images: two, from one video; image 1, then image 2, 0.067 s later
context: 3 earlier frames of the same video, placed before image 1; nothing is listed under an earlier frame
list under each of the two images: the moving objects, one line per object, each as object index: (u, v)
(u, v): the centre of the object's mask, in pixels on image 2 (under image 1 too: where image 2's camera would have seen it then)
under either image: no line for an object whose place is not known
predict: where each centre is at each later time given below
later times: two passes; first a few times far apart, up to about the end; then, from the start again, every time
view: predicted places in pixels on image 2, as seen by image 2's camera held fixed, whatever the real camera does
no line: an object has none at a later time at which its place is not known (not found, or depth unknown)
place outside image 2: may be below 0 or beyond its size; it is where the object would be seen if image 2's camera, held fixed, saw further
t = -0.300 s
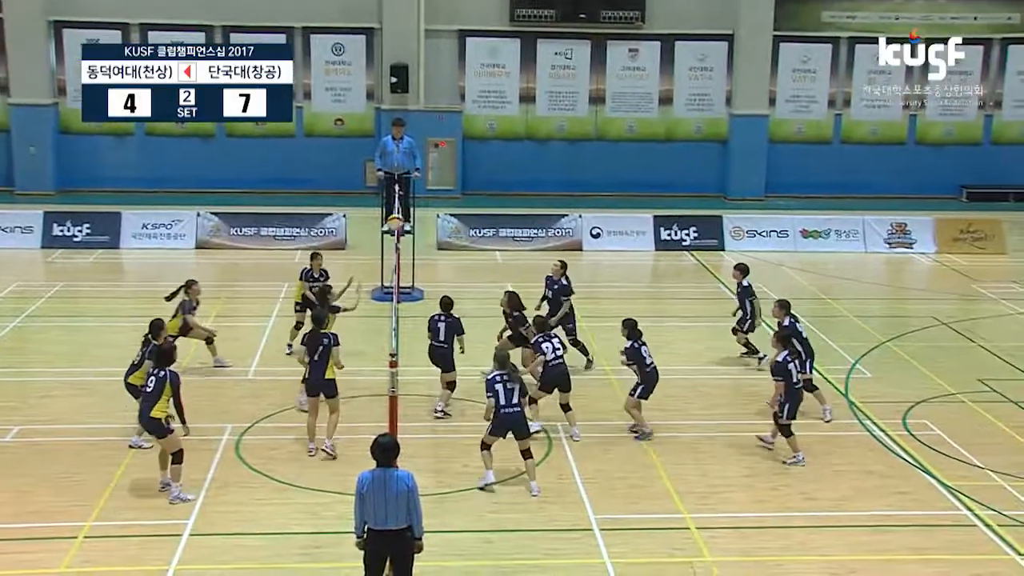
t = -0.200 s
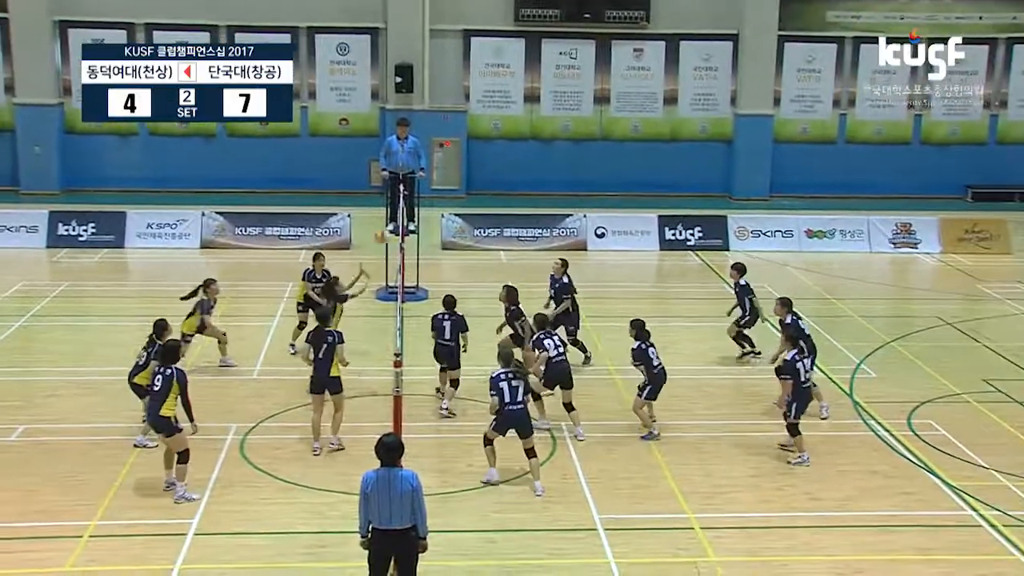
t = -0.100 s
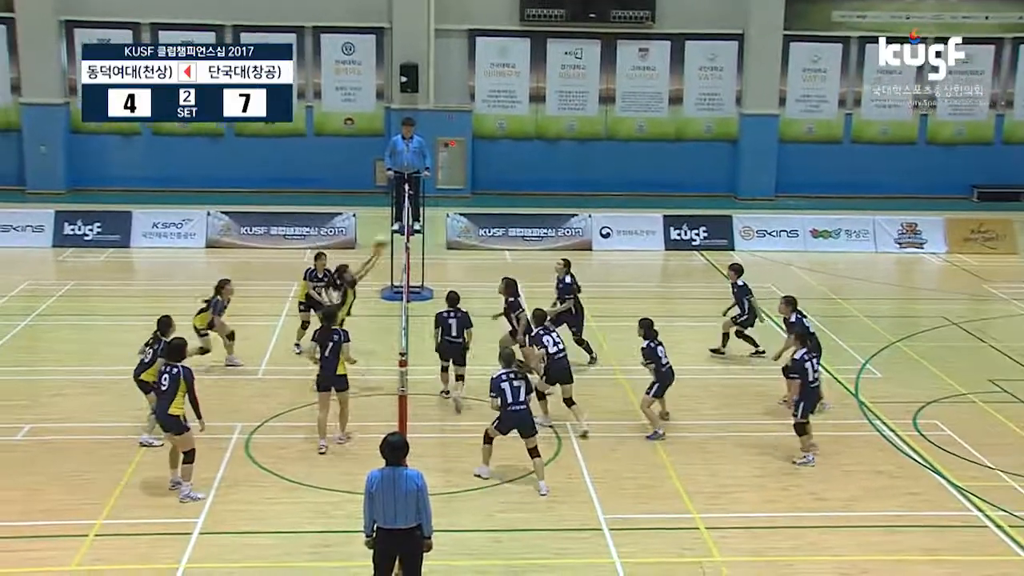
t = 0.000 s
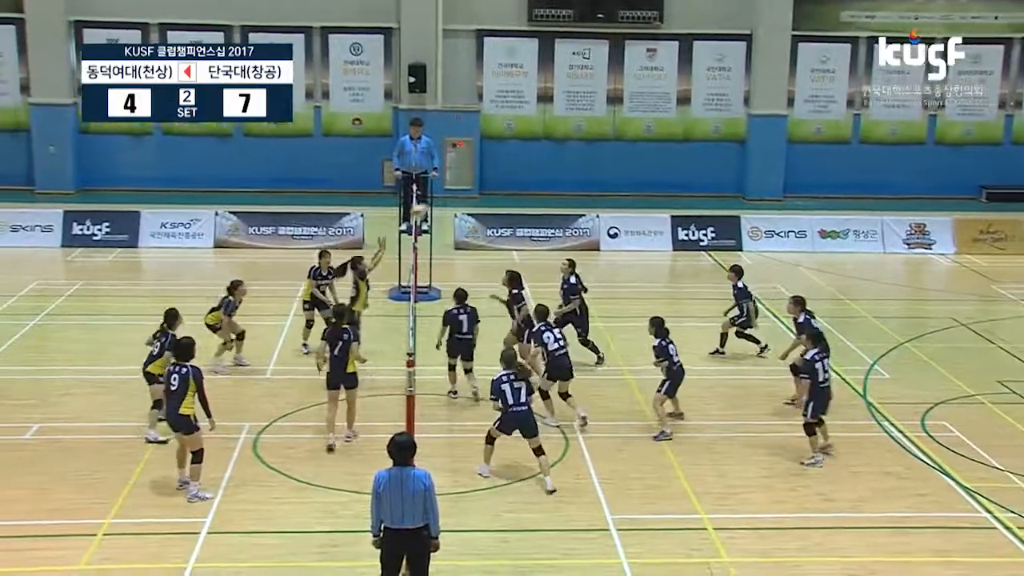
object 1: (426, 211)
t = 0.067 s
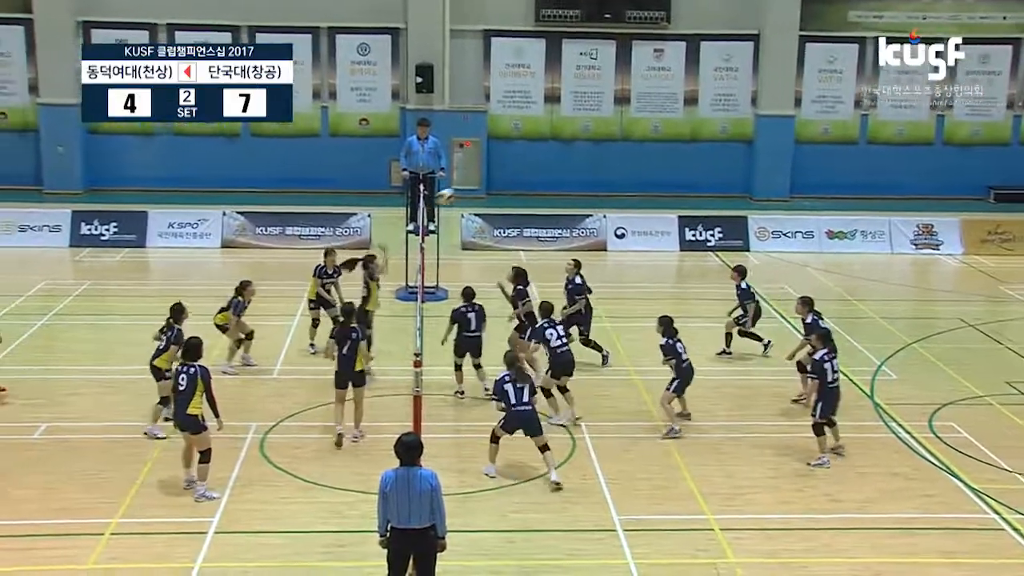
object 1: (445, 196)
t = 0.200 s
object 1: (483, 175)
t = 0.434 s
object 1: (546, 171)
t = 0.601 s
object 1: (585, 191)
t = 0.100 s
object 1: (455, 190)
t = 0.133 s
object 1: (466, 183)
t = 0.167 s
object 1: (475, 178)
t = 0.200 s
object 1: (483, 175)
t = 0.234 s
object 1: (493, 173)
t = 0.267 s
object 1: (502, 170)
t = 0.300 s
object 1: (510, 168)
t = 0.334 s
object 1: (519, 168)
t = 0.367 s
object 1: (528, 168)
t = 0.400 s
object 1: (537, 169)
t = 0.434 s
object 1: (546, 171)
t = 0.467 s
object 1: (553, 173)
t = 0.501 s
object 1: (561, 177)
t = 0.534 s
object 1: (569, 181)
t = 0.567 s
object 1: (577, 186)
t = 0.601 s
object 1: (585, 191)
